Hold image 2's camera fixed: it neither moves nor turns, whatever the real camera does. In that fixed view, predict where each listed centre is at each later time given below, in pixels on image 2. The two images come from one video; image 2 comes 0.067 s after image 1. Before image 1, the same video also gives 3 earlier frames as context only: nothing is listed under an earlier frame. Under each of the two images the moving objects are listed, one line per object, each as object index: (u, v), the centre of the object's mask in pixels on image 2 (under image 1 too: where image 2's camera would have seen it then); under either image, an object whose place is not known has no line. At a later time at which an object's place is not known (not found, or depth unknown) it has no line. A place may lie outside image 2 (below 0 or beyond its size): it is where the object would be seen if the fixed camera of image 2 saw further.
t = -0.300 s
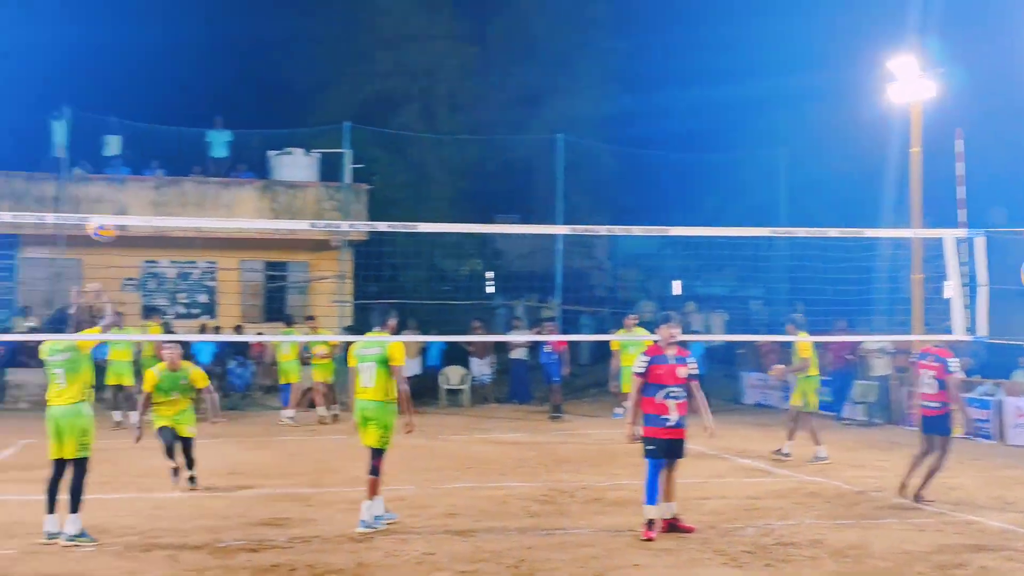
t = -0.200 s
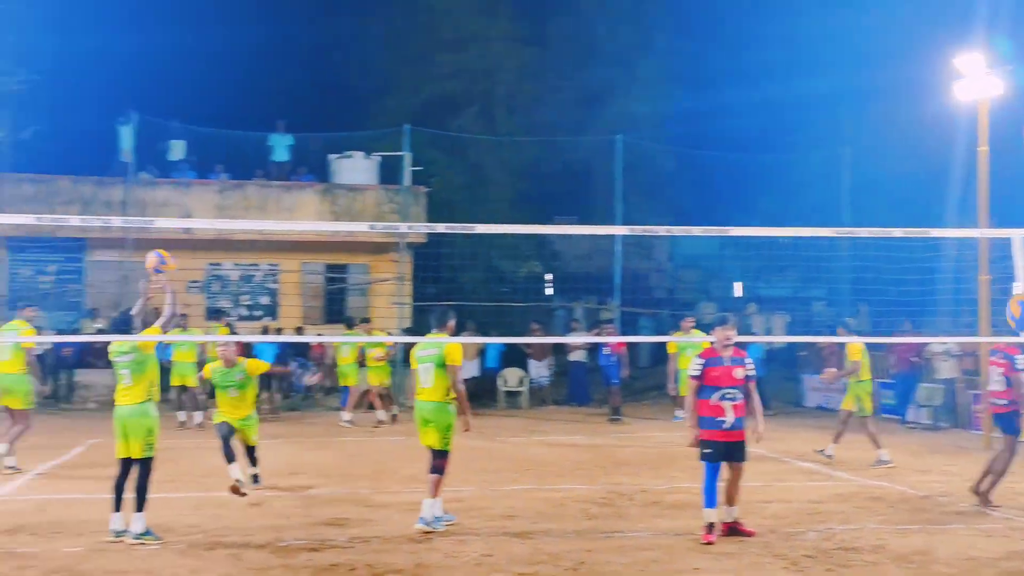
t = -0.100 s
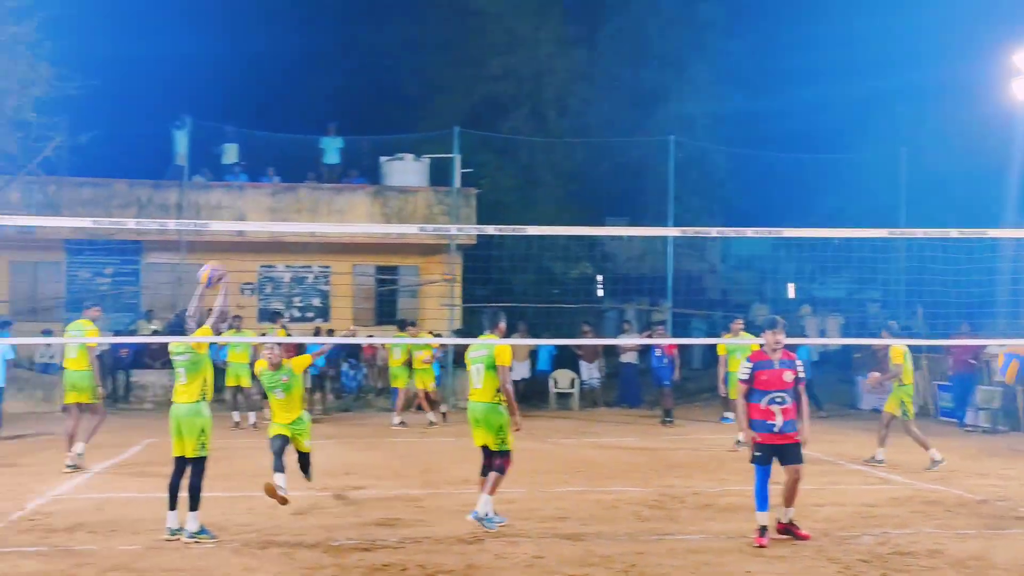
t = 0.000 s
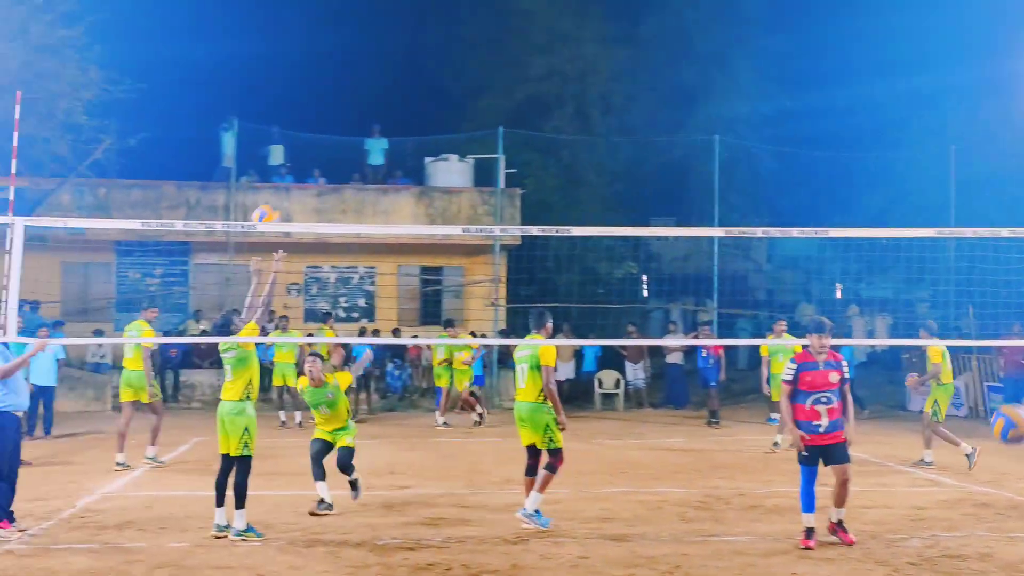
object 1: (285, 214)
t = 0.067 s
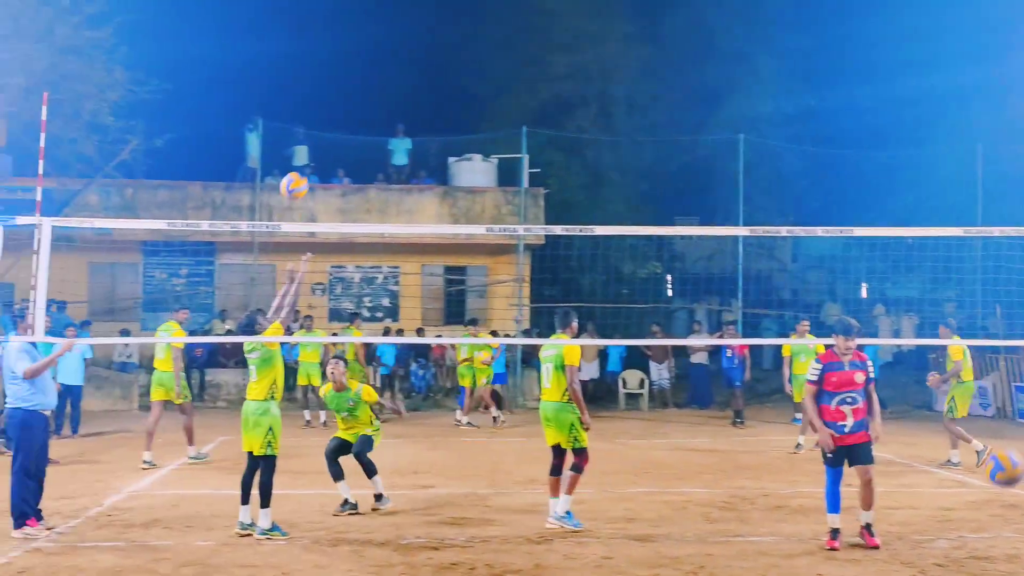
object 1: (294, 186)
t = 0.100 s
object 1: (299, 172)
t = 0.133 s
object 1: (303, 158)
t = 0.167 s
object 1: (308, 147)
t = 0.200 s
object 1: (311, 137)
